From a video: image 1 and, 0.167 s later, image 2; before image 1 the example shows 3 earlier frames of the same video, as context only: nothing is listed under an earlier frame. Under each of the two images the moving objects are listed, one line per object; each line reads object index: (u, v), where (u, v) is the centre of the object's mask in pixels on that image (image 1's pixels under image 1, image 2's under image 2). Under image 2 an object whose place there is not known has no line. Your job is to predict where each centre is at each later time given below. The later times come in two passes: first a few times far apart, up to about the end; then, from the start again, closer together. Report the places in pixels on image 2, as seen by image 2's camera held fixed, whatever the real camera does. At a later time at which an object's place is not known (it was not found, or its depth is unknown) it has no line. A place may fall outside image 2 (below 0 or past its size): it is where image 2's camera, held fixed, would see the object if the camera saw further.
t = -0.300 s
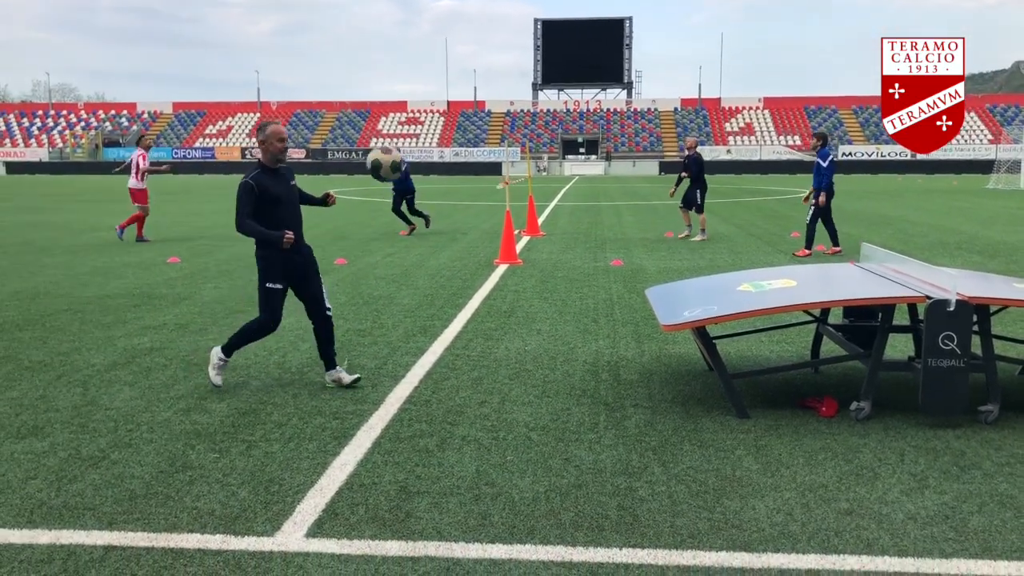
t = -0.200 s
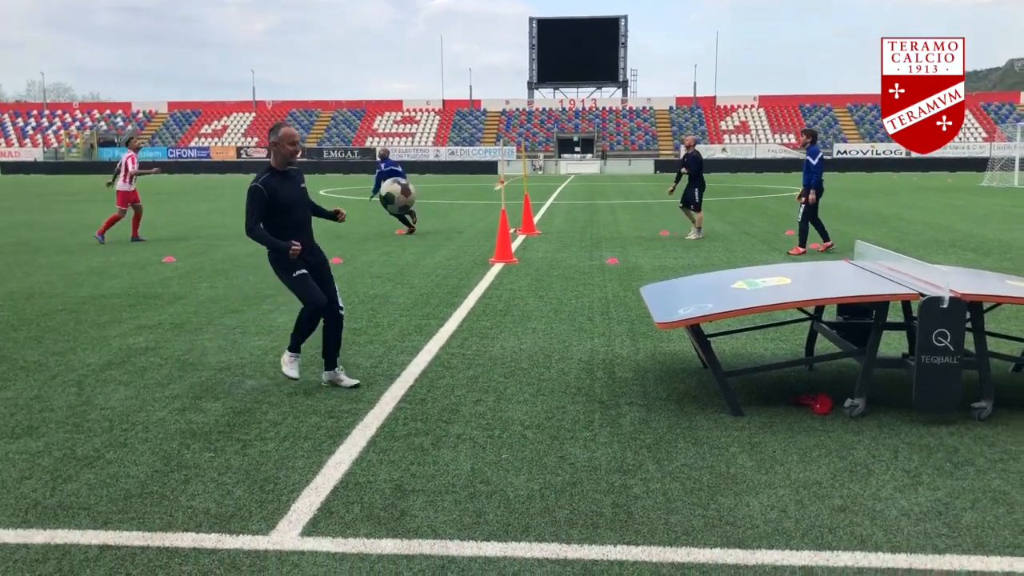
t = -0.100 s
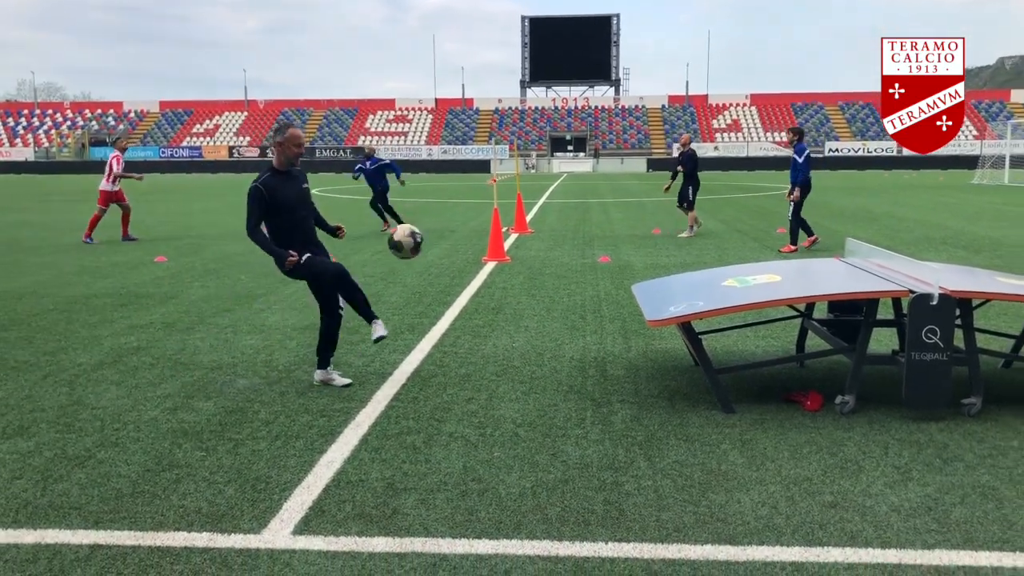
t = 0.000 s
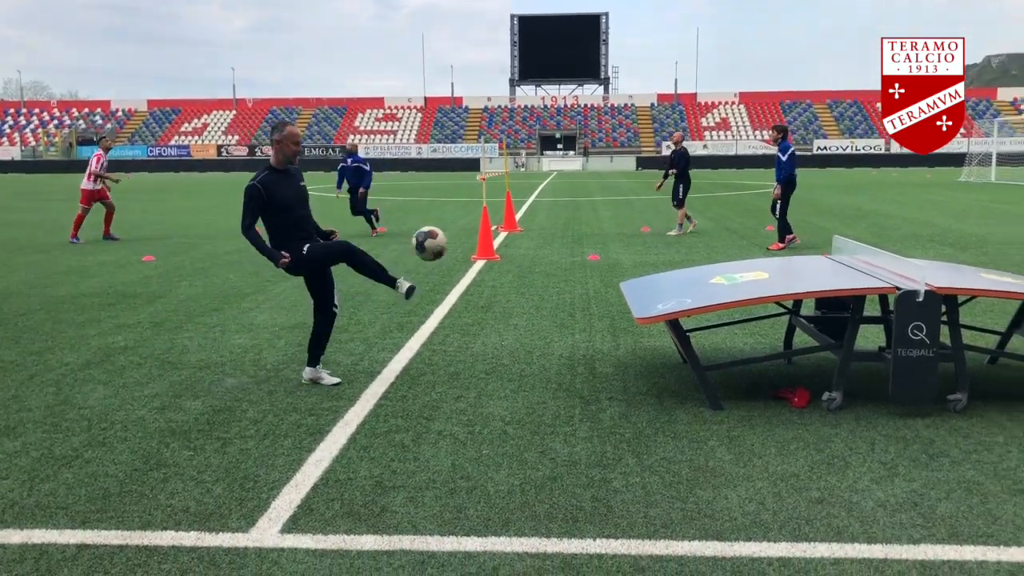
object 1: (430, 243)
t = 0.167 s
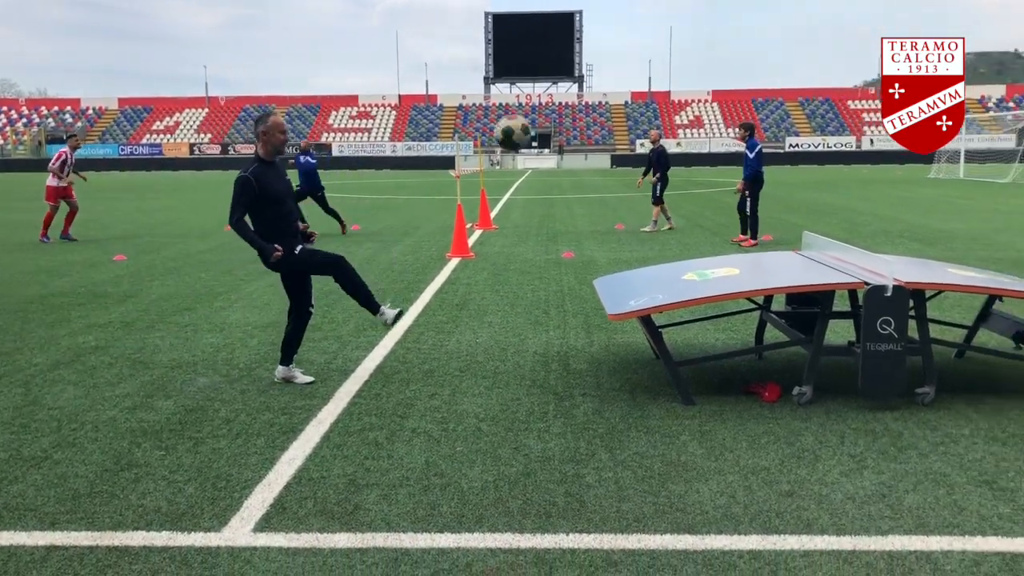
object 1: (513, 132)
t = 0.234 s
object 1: (556, 101)
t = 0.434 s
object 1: (688, 45)
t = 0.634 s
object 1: (828, 56)
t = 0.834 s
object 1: (965, 140)
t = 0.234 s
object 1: (556, 101)
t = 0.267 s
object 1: (578, 86)
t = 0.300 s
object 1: (599, 75)
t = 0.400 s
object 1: (665, 50)
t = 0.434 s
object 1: (688, 45)
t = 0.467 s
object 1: (711, 42)
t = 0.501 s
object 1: (734, 41)
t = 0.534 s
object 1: (757, 41)
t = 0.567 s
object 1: (781, 44)
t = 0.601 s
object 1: (804, 49)
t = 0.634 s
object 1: (828, 56)
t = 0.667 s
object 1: (849, 66)
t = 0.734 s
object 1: (896, 88)
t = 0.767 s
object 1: (920, 102)
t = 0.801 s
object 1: (943, 119)
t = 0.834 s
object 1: (965, 140)
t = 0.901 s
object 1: (1018, 182)
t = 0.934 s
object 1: (1037, 207)
